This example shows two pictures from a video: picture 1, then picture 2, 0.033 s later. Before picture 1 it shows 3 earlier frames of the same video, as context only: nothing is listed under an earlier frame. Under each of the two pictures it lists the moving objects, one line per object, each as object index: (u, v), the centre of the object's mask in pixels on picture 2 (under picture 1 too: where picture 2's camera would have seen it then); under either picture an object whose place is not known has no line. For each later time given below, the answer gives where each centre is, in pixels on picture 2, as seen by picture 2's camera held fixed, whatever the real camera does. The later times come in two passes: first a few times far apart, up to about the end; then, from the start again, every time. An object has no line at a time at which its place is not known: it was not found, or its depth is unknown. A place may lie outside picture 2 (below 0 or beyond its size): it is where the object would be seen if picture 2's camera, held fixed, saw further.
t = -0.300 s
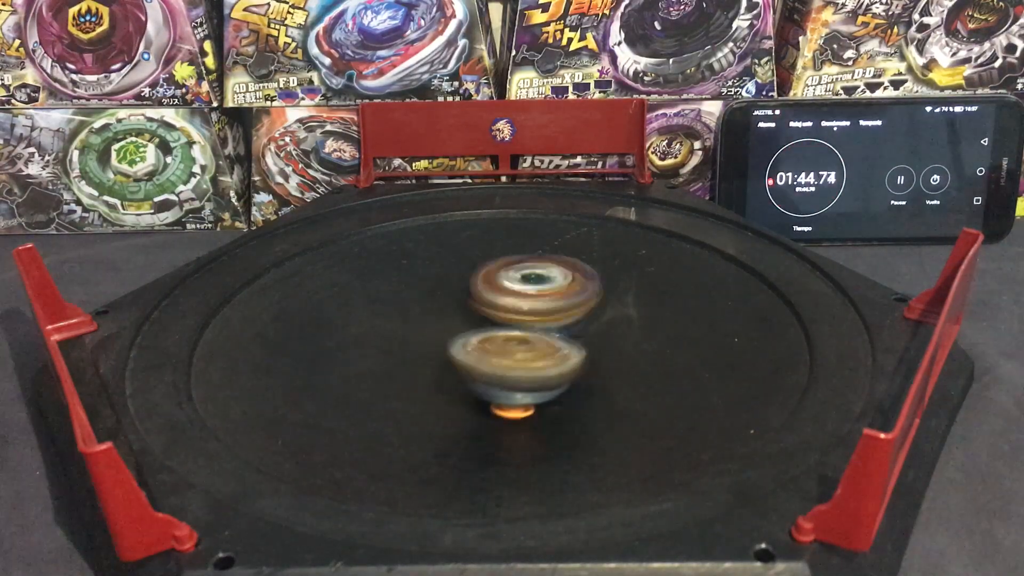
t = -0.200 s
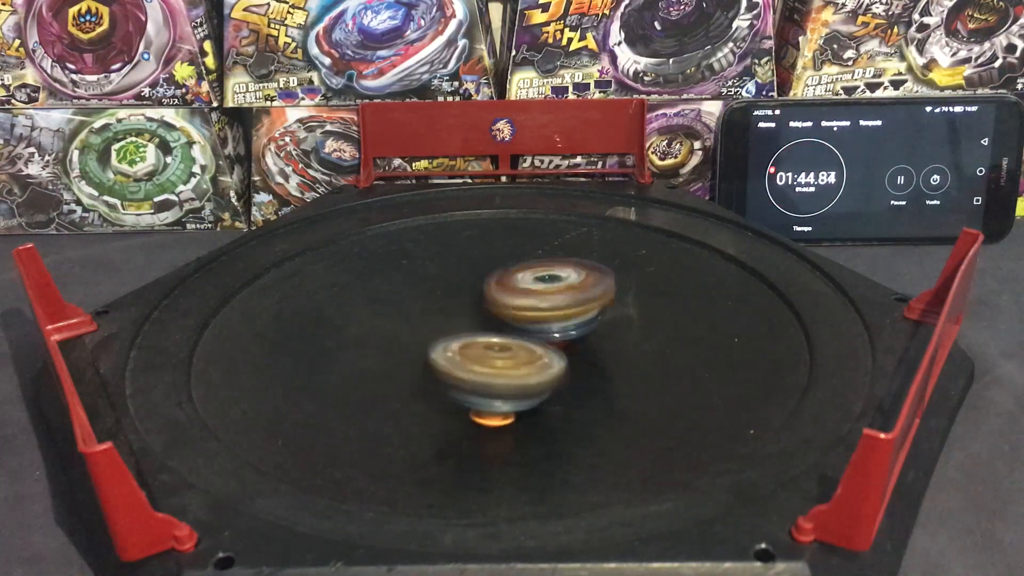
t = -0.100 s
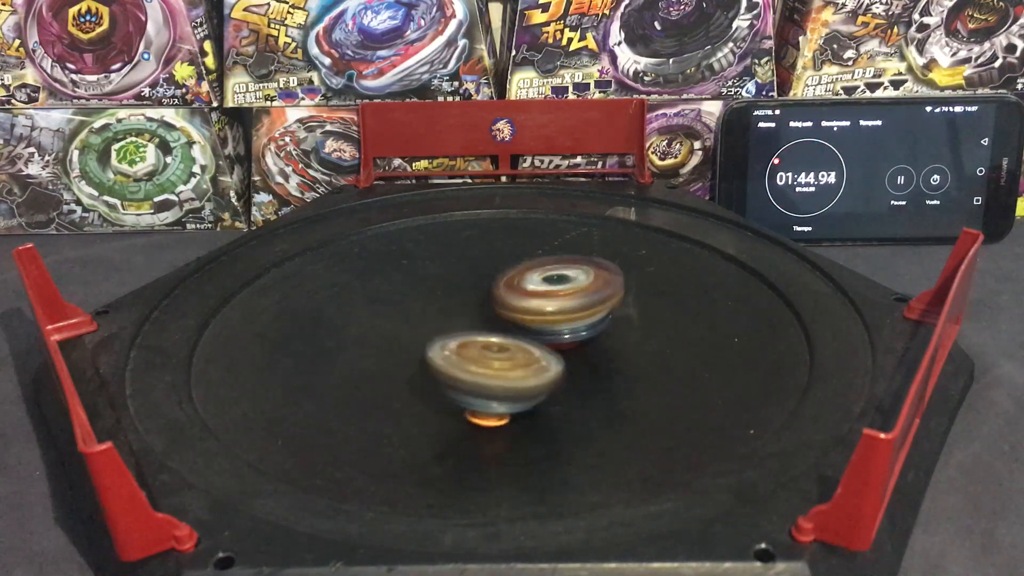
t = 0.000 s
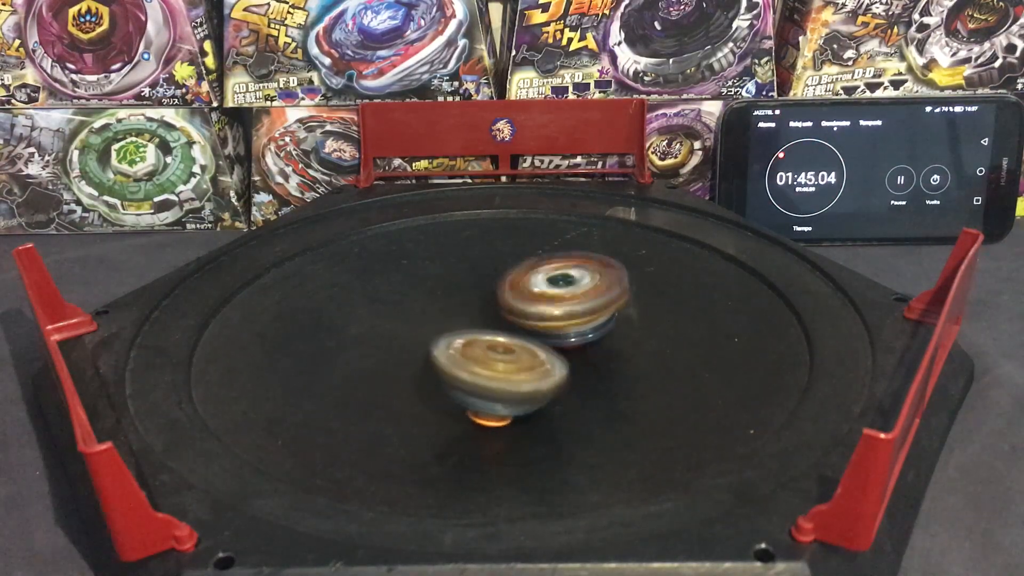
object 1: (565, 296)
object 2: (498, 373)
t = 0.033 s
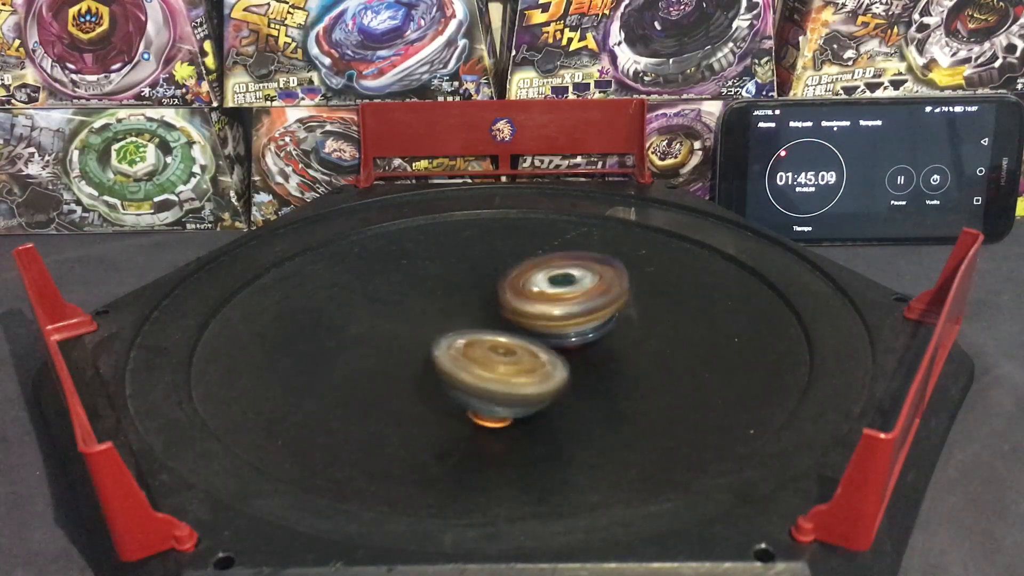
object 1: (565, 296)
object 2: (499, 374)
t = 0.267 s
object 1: (565, 299)
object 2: (483, 375)
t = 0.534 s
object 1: (568, 312)
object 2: (451, 362)
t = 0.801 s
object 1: (579, 320)
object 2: (433, 344)
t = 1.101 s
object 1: (581, 322)
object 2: (434, 325)
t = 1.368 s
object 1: (582, 327)
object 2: (440, 313)
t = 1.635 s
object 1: (589, 333)
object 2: (453, 315)
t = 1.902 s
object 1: (603, 334)
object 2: (452, 315)
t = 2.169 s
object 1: (597, 333)
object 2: (456, 322)
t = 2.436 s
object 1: (594, 339)
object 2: (440, 327)
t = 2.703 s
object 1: (587, 343)
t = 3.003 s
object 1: (585, 346)
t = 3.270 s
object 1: (588, 351)
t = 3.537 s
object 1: (586, 358)
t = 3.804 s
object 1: (585, 362)
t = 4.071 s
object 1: (580, 366)
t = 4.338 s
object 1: (581, 365)
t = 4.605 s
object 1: (577, 366)
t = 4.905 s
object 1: (561, 366)
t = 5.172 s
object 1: (537, 368)
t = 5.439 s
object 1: (525, 381)
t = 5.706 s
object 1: (518, 379)
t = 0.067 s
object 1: (564, 296)
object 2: (499, 375)
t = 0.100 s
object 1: (564, 297)
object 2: (498, 375)
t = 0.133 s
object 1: (565, 297)
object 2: (496, 376)
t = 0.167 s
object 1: (567, 298)
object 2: (494, 376)
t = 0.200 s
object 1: (567, 298)
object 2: (490, 377)
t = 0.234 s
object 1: (566, 298)
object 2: (487, 376)
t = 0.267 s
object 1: (565, 299)
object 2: (483, 375)
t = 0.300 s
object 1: (566, 301)
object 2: (478, 374)
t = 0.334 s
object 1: (566, 303)
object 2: (474, 373)
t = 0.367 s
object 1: (565, 304)
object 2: (471, 372)
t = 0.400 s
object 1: (565, 305)
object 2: (466, 370)
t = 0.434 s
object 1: (565, 307)
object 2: (462, 368)
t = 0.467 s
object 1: (566, 309)
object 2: (459, 366)
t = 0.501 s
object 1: (567, 310)
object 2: (455, 364)
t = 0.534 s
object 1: (568, 312)
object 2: (451, 362)
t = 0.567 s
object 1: (568, 313)
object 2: (449, 360)
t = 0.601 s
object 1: (569, 315)
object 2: (446, 357)
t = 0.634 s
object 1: (571, 316)
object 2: (444, 355)
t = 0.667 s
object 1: (573, 317)
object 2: (441, 353)
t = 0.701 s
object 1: (573, 318)
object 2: (439, 350)
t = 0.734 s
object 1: (576, 319)
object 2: (436, 349)
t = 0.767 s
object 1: (576, 320)
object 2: (435, 347)
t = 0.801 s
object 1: (579, 320)
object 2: (433, 344)
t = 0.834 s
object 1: (580, 320)
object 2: (432, 342)
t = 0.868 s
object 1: (581, 320)
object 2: (431, 340)
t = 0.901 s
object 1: (581, 321)
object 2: (430, 338)
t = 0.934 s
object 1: (583, 320)
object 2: (430, 336)
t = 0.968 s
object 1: (582, 321)
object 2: (430, 334)
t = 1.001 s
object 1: (582, 321)
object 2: (431, 331)
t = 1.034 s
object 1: (581, 321)
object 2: (432, 329)
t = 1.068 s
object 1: (581, 322)
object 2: (433, 327)
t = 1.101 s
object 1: (581, 322)
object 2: (434, 325)
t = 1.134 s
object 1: (582, 322)
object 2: (436, 323)
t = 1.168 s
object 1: (581, 322)
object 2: (438, 321)
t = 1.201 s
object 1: (580, 323)
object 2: (440, 319)
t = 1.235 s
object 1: (582, 324)
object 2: (439, 317)
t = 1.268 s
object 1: (583, 324)
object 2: (437, 316)
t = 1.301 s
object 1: (583, 324)
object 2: (437, 315)
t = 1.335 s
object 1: (580, 325)
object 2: (439, 314)
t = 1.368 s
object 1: (582, 327)
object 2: (440, 313)
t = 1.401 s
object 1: (583, 329)
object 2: (442, 312)
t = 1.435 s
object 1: (585, 329)
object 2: (444, 312)
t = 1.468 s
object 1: (584, 329)
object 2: (447, 312)
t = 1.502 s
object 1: (585, 331)
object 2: (448, 312)
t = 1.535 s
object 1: (588, 332)
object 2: (448, 312)
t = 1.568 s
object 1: (589, 332)
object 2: (450, 313)
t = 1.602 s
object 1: (588, 332)
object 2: (452, 314)
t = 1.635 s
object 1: (589, 333)
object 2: (453, 315)
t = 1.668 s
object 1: (592, 333)
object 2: (454, 315)
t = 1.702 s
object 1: (594, 331)
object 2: (456, 317)
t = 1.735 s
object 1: (594, 331)
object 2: (456, 318)
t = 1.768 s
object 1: (599, 333)
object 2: (451, 316)
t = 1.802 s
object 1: (602, 334)
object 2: (448, 315)
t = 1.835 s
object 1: (602, 334)
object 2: (448, 314)
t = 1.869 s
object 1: (602, 334)
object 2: (450, 314)
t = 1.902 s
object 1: (603, 334)
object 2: (452, 315)
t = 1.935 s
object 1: (602, 333)
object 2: (456, 315)
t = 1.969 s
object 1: (602, 333)
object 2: (457, 317)
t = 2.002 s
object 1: (600, 334)
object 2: (459, 318)
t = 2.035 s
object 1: (599, 335)
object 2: (461, 319)
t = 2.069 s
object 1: (600, 334)
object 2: (464, 320)
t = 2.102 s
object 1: (601, 334)
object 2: (461, 321)
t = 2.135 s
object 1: (599, 332)
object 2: (460, 321)
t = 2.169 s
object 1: (597, 333)
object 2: (456, 322)
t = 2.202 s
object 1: (598, 333)
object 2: (451, 322)
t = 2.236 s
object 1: (597, 333)
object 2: (447, 324)
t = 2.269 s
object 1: (594, 334)
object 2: (446, 324)
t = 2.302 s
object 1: (592, 336)
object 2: (445, 326)
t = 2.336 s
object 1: (591, 336)
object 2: (446, 326)
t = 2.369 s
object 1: (590, 336)
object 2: (446, 327)
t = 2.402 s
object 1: (588, 337)
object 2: (446, 328)
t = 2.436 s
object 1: (594, 339)
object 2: (440, 327)
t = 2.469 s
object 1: (595, 339)
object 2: (435, 326)
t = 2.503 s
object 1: (592, 340)
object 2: (432, 325)
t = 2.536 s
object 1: (591, 340)
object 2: (431, 325)
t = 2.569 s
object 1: (592, 341)
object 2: (431, 324)
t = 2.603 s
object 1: (592, 341)
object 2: (432, 325)
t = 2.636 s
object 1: (592, 341)
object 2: (434, 325)
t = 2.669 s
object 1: (589, 341)
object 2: (436, 326)
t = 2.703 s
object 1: (587, 343)
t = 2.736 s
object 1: (587, 345)
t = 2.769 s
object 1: (588, 344)
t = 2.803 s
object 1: (586, 343)
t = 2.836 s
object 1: (586, 345)
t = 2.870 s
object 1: (588, 345)
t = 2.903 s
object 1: (586, 346)
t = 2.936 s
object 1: (584, 346)
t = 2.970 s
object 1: (584, 346)
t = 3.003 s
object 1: (585, 346)
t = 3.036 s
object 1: (585, 346)
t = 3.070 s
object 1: (584, 347)
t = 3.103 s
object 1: (587, 348)
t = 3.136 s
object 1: (592, 350)
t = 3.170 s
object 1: (592, 350)
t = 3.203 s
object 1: (589, 351)
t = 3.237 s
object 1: (588, 351)
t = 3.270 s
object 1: (588, 351)
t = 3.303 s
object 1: (588, 351)
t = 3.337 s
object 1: (587, 351)
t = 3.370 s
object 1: (584, 352)
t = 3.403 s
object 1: (582, 353)
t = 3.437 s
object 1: (585, 353)
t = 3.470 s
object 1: (586, 354)
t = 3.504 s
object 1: (587, 357)
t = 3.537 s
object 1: (586, 358)
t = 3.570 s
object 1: (585, 358)
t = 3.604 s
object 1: (584, 359)
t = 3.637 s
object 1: (583, 359)
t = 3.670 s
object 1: (583, 359)
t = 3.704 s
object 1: (581, 359)
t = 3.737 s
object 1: (580, 360)
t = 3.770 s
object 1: (583, 362)
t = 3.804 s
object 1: (585, 362)
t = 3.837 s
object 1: (583, 362)
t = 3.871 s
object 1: (581, 363)
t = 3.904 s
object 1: (581, 363)
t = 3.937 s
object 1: (580, 363)
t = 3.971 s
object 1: (581, 365)
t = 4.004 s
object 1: (584, 366)
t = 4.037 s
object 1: (584, 366)
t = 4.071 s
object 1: (580, 366)
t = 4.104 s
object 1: (579, 365)
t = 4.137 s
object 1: (577, 366)
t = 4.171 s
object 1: (579, 365)
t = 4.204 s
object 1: (582, 367)
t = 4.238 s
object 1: (583, 366)
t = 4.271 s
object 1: (578, 365)
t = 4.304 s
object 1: (580, 365)
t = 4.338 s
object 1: (581, 365)
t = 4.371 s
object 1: (580, 365)
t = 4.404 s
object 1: (576, 364)
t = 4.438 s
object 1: (576, 363)
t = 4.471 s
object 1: (575, 363)
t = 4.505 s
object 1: (575, 363)
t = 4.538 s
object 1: (575, 363)
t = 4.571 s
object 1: (574, 363)
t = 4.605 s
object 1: (577, 366)
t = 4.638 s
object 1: (577, 367)
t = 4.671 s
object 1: (574, 367)
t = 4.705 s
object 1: (571, 366)
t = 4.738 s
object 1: (570, 367)
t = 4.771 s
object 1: (569, 366)
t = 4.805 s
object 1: (569, 366)
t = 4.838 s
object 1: (567, 366)
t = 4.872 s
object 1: (565, 366)
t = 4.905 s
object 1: (561, 366)
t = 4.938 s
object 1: (560, 368)
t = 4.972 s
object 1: (559, 367)
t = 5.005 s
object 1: (555, 366)
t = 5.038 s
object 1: (550, 367)
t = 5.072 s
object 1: (547, 369)
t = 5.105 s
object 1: (546, 368)
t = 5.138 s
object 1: (541, 367)
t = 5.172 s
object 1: (537, 368)
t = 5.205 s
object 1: (533, 369)
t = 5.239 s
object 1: (532, 369)
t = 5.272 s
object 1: (528, 368)
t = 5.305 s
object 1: (525, 370)
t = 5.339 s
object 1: (526, 376)
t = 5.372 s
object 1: (524, 379)
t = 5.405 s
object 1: (523, 381)
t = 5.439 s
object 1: (525, 381)
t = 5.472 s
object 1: (522, 382)
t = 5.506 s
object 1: (520, 382)
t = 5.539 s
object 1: (520, 382)
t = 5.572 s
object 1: (520, 382)
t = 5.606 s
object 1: (519, 382)
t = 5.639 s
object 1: (519, 381)
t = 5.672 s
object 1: (518, 380)
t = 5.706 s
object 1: (518, 379)
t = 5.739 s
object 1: (517, 378)
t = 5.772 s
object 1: (516, 379)
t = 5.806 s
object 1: (519, 379)
